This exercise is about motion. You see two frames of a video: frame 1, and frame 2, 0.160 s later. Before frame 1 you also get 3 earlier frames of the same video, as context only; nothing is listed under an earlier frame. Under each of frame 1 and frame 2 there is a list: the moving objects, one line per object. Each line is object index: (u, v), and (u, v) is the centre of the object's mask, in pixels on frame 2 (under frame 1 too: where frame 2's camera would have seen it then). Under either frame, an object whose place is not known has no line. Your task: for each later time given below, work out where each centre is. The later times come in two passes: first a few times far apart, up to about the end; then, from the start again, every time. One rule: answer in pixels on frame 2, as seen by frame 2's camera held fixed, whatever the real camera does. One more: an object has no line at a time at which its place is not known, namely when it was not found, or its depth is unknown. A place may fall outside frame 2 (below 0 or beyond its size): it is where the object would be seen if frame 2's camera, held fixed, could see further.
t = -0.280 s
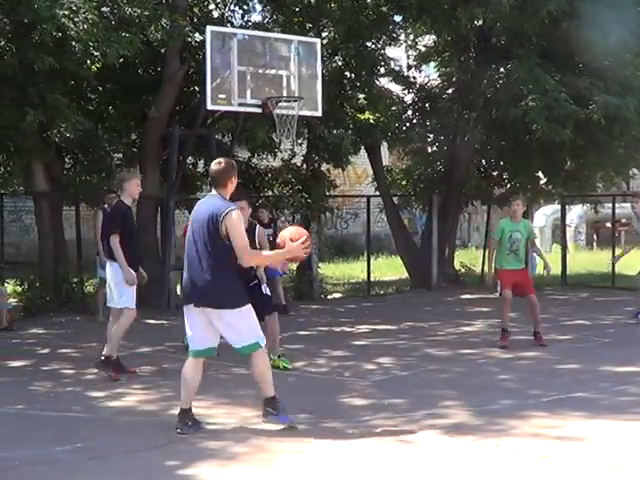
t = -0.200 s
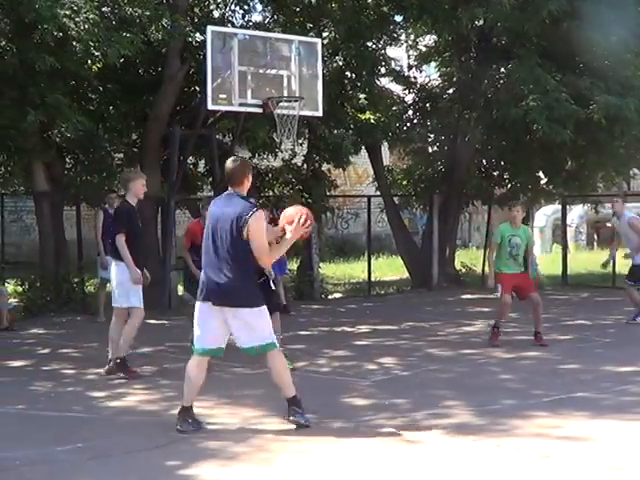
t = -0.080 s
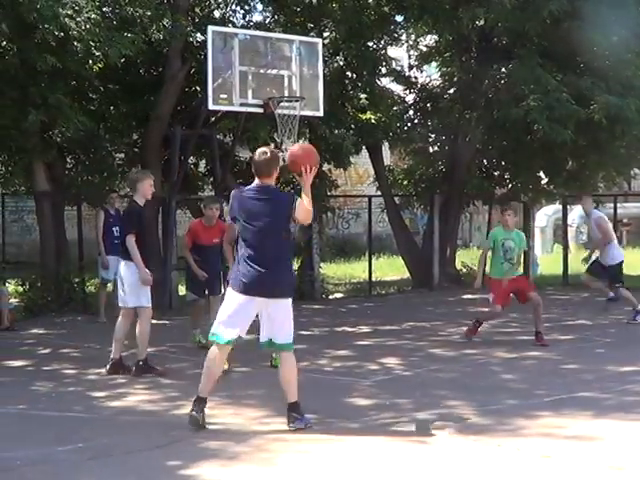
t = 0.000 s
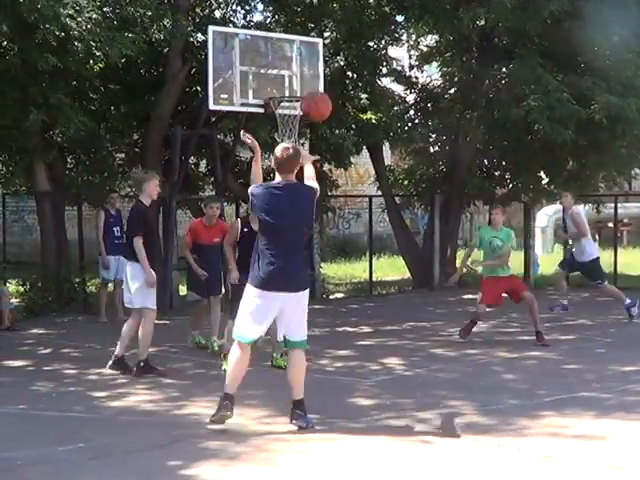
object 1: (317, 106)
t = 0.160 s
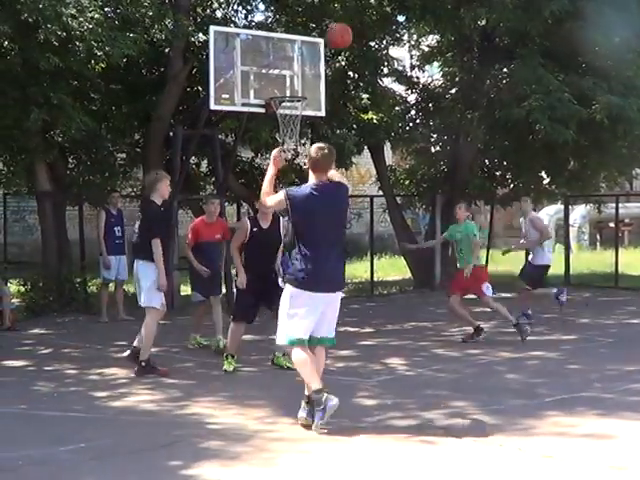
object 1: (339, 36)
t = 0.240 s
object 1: (347, 17)
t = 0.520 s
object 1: (375, 8)
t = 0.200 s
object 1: (344, 25)
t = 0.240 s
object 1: (347, 17)
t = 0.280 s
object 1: (352, 12)
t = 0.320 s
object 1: (356, 8)
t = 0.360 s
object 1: (362, 7)
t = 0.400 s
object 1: (364, 6)
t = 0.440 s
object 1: (367, 7)
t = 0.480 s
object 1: (370, 7)
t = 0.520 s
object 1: (375, 8)
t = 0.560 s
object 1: (378, 11)
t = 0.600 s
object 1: (381, 18)
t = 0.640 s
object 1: (384, 24)
